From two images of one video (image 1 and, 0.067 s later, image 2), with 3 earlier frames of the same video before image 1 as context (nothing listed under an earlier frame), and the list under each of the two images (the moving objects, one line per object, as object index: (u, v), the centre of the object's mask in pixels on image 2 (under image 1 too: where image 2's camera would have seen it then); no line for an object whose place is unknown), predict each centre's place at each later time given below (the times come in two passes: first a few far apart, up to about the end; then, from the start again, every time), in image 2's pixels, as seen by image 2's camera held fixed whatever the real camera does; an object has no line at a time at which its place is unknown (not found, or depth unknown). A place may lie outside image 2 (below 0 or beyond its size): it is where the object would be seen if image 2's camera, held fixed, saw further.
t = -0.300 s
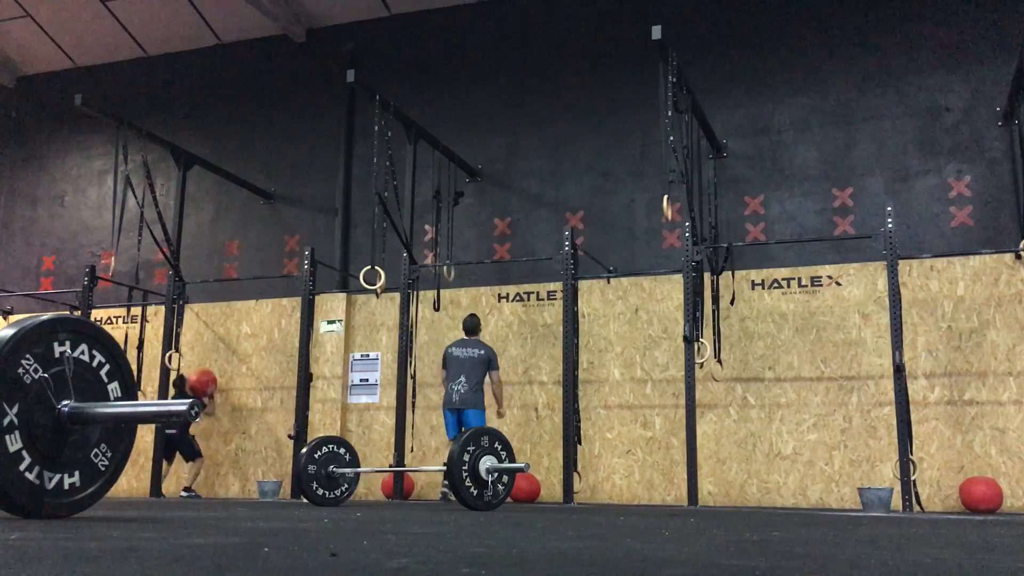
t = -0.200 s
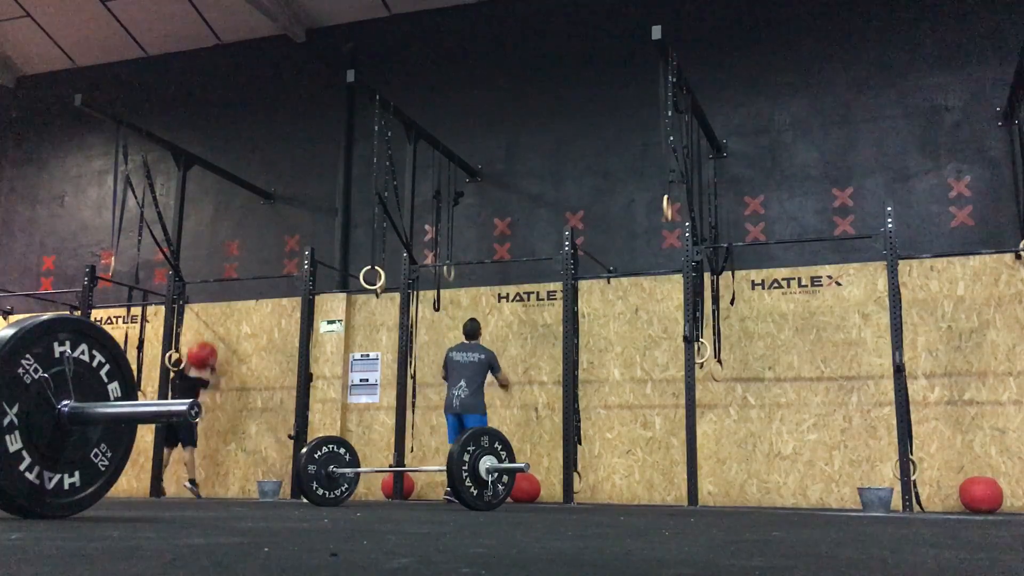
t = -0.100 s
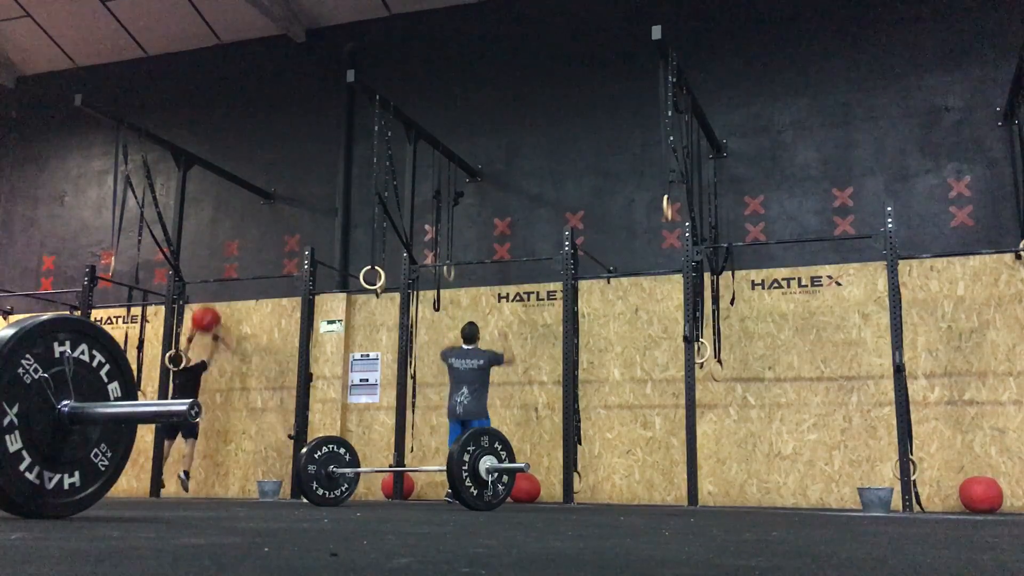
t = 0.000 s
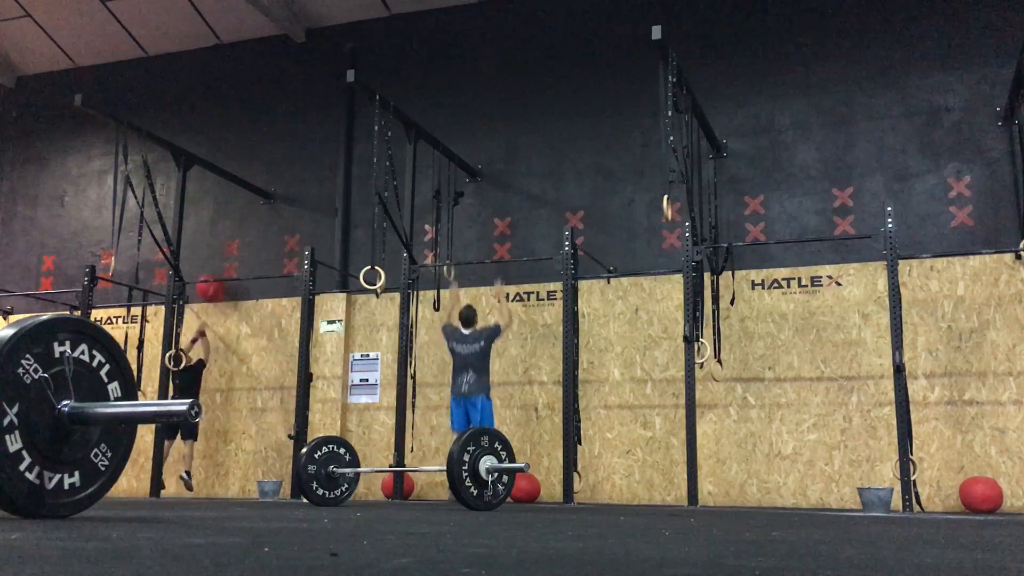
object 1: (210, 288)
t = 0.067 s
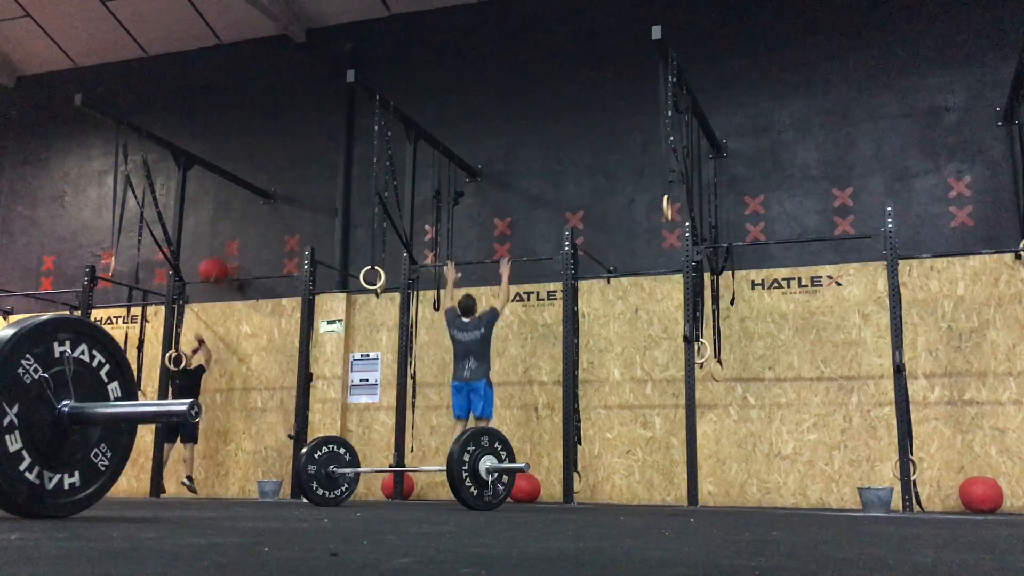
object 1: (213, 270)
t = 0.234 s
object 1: (220, 246)
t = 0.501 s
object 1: (221, 247)
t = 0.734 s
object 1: (213, 292)
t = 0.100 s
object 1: (215, 265)
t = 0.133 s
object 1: (216, 258)
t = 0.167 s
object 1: (217, 253)
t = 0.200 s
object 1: (219, 249)
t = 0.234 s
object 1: (220, 246)
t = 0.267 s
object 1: (220, 243)
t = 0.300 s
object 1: (221, 241)
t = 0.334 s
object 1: (222, 240)
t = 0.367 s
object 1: (222, 240)
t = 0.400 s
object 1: (222, 241)
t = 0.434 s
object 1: (222, 242)
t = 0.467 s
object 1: (221, 244)
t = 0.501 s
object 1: (221, 247)
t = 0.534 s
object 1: (220, 251)
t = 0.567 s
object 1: (218, 255)
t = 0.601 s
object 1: (218, 260)
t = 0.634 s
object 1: (217, 266)
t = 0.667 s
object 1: (215, 273)
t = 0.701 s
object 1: (214, 280)
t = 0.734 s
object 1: (213, 292)
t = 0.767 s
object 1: (212, 299)
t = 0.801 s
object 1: (211, 309)
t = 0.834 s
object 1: (209, 321)
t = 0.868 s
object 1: (208, 333)
